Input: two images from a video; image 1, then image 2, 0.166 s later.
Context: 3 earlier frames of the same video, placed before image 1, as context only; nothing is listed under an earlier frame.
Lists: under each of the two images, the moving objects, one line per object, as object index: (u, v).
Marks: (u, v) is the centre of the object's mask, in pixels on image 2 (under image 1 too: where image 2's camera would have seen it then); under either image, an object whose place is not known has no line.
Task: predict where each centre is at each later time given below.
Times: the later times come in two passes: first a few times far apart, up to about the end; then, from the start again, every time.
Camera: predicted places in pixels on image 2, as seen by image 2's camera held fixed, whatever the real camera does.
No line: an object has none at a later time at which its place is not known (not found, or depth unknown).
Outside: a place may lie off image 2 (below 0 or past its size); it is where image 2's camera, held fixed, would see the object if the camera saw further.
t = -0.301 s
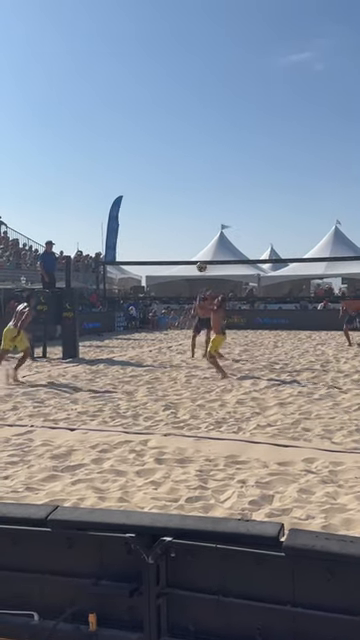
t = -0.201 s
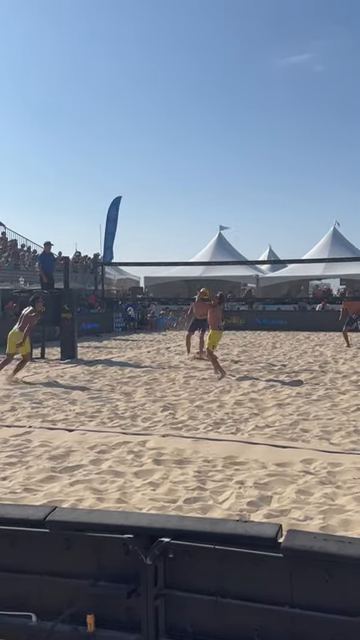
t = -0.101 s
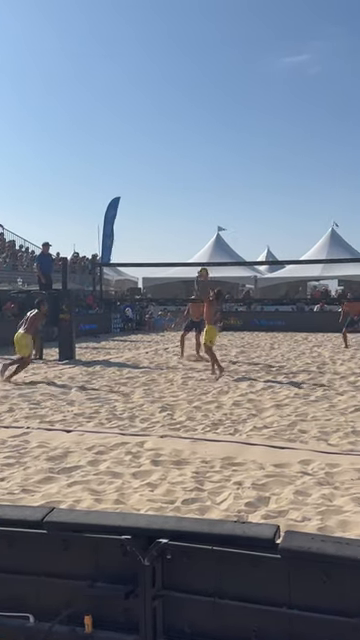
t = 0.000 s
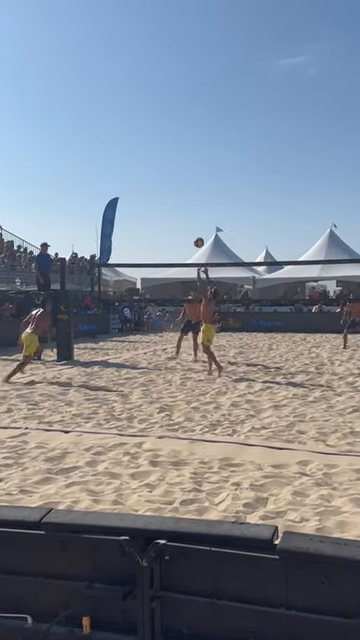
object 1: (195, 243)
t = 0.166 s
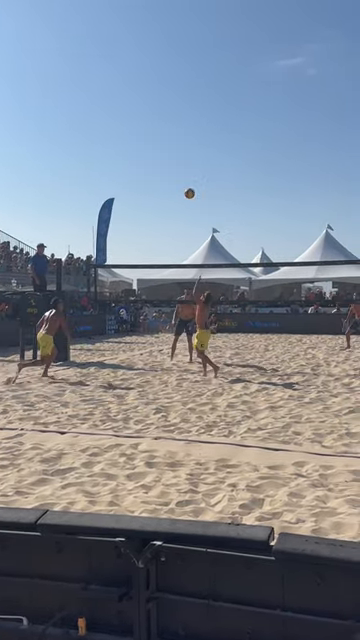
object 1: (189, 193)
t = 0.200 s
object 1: (188, 185)
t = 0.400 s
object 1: (180, 147)
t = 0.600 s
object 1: (172, 129)
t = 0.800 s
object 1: (165, 129)
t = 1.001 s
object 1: (157, 149)
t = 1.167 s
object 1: (150, 177)
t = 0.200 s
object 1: (188, 185)
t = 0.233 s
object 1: (187, 177)
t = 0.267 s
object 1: (186, 170)
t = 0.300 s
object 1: (184, 163)
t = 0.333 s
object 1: (183, 157)
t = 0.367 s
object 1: (182, 152)
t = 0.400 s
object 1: (180, 147)
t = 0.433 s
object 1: (179, 143)
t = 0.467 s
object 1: (178, 139)
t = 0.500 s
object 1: (177, 135)
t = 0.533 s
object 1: (175, 133)
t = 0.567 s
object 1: (174, 131)
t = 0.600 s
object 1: (172, 129)
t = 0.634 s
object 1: (171, 128)
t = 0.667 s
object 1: (170, 127)
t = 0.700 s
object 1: (169, 127)
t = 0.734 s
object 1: (168, 127)
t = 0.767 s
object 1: (166, 128)
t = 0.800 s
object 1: (165, 129)
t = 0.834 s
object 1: (164, 131)
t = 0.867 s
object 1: (162, 134)
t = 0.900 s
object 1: (161, 137)
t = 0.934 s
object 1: (160, 140)
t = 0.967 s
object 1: (158, 144)
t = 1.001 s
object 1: (157, 149)
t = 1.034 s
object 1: (156, 154)
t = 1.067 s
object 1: (154, 159)
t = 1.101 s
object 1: (153, 165)
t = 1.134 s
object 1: (152, 171)
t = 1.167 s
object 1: (150, 177)
